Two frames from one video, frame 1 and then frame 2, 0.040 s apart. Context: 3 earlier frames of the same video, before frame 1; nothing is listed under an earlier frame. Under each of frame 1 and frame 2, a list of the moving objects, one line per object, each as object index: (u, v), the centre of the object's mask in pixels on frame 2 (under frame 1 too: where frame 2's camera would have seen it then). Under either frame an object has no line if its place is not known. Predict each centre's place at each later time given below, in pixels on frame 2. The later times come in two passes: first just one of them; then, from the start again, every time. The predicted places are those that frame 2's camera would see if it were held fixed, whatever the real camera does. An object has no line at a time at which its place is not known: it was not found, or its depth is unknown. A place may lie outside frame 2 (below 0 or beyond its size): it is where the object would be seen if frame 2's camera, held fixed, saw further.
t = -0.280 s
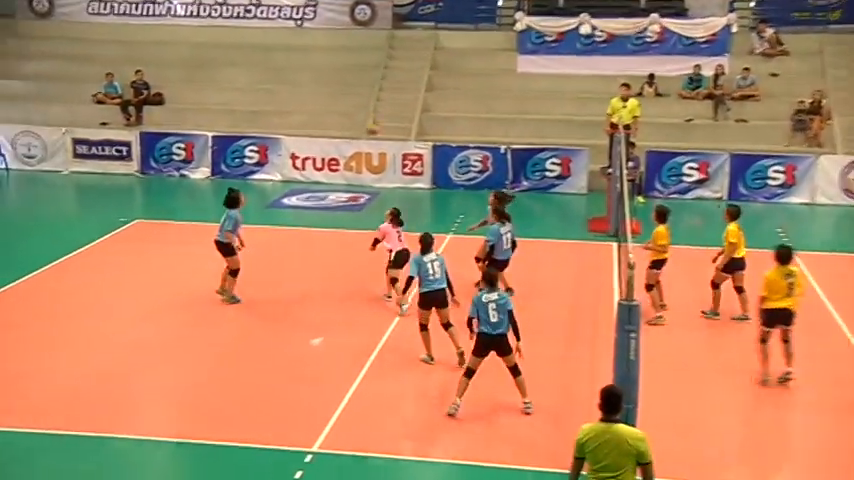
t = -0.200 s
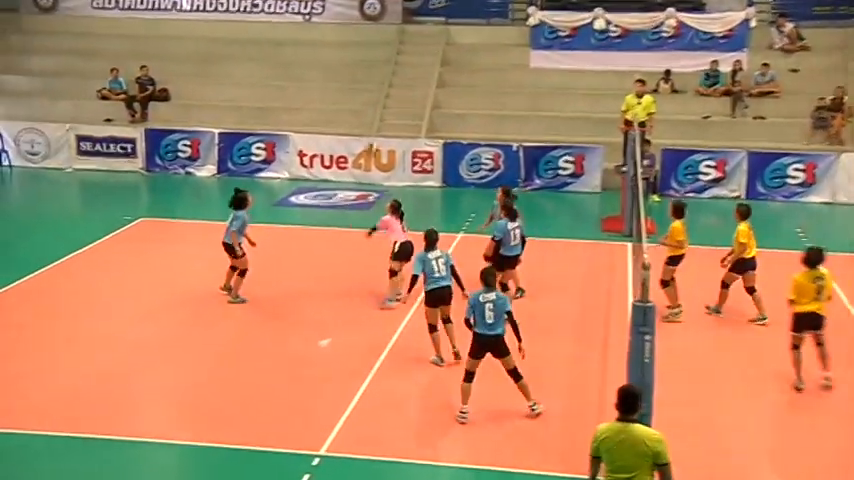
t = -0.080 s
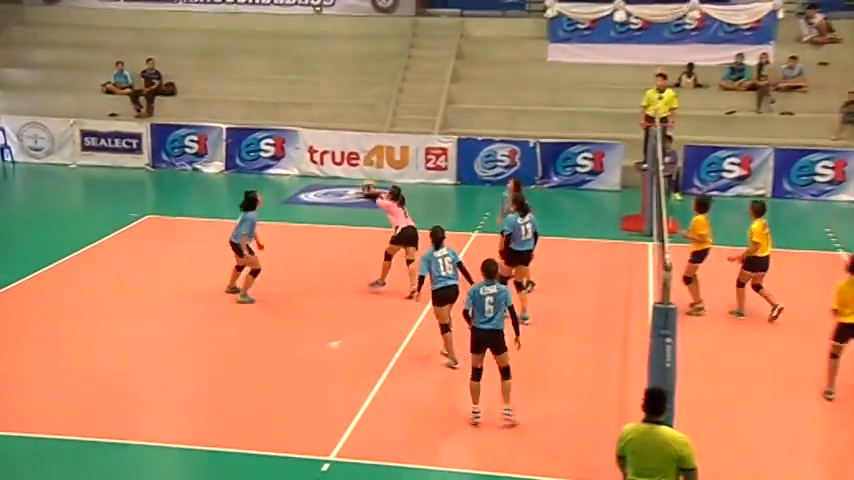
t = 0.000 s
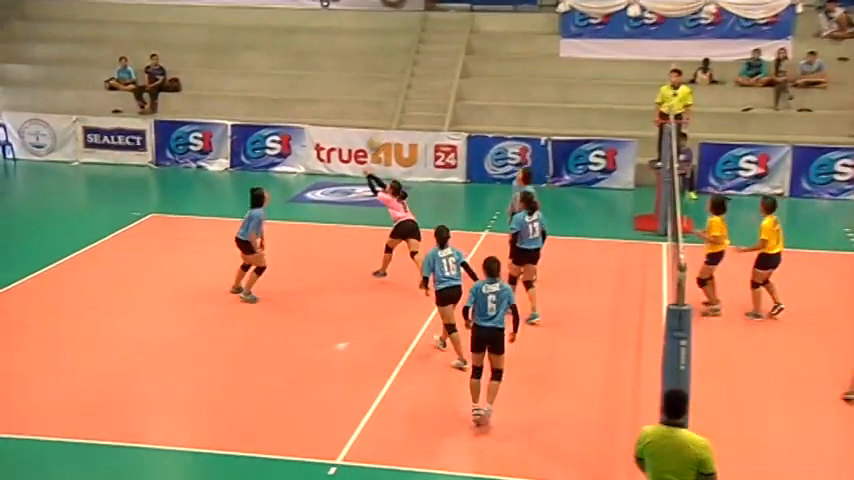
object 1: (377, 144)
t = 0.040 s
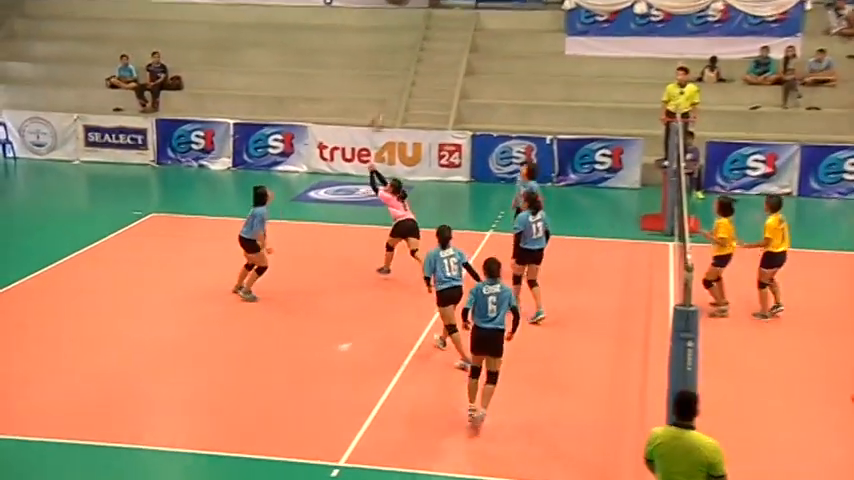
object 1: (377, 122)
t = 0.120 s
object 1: (375, 81)
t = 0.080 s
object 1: (375, 100)
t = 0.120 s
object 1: (375, 81)
